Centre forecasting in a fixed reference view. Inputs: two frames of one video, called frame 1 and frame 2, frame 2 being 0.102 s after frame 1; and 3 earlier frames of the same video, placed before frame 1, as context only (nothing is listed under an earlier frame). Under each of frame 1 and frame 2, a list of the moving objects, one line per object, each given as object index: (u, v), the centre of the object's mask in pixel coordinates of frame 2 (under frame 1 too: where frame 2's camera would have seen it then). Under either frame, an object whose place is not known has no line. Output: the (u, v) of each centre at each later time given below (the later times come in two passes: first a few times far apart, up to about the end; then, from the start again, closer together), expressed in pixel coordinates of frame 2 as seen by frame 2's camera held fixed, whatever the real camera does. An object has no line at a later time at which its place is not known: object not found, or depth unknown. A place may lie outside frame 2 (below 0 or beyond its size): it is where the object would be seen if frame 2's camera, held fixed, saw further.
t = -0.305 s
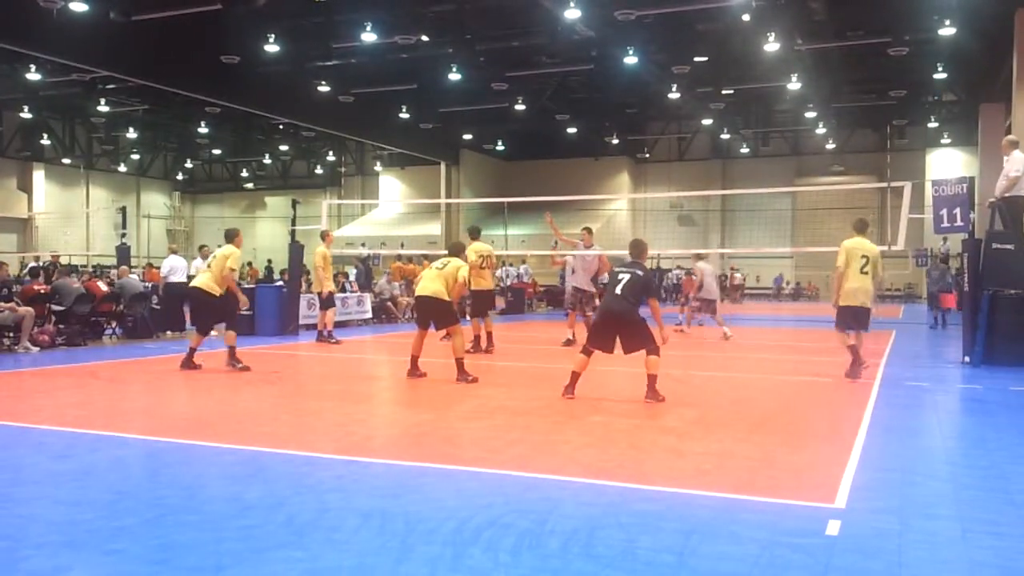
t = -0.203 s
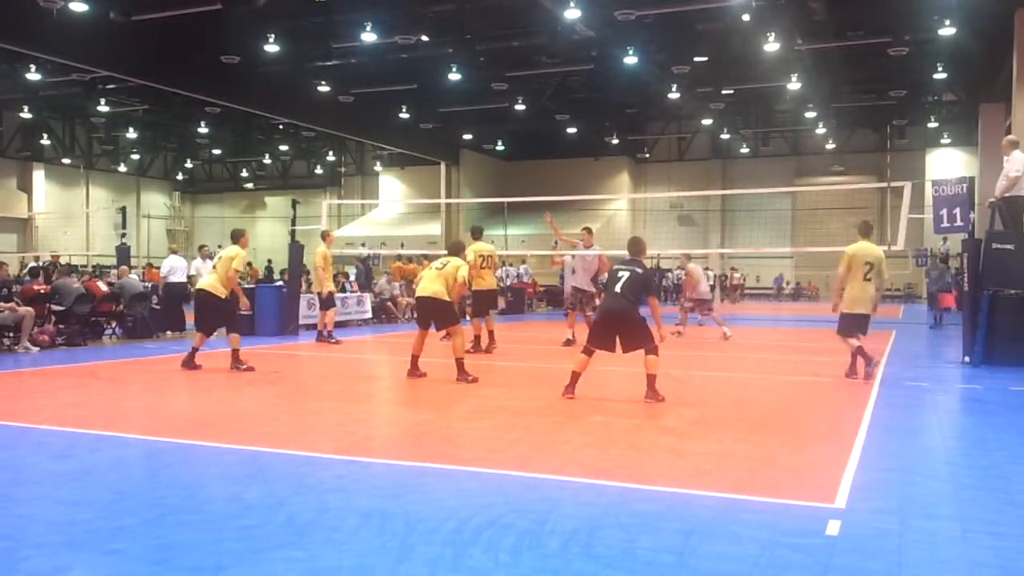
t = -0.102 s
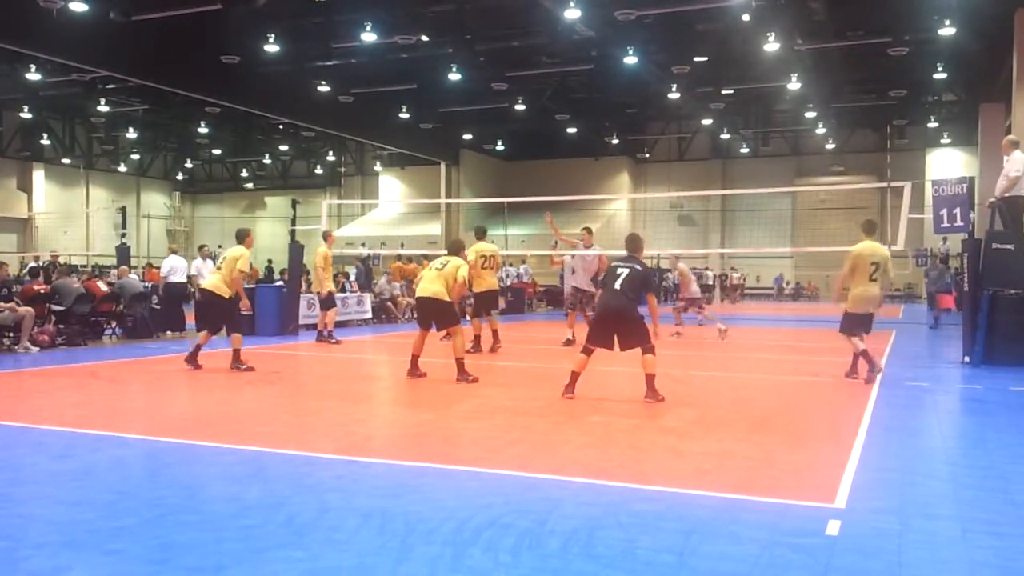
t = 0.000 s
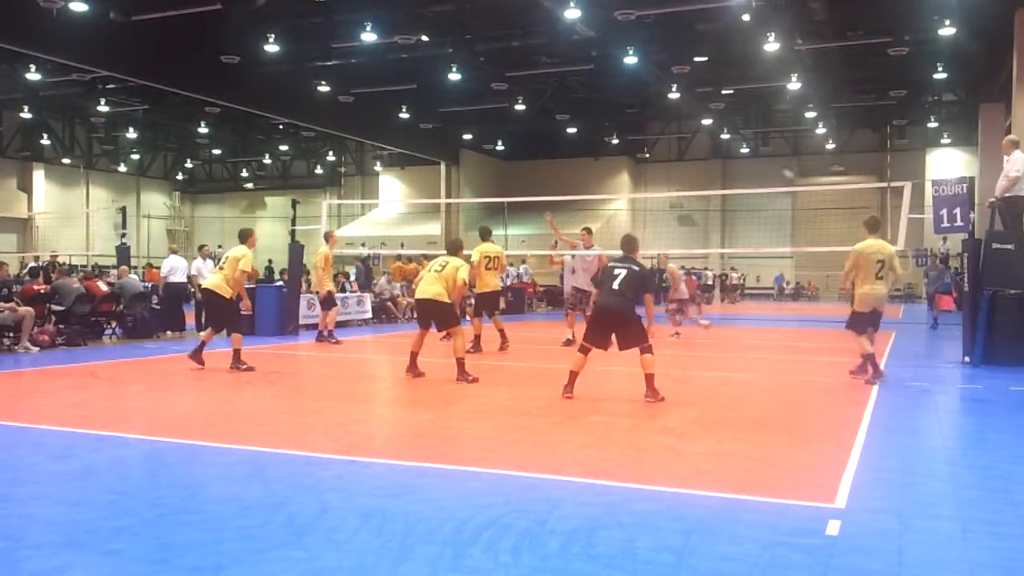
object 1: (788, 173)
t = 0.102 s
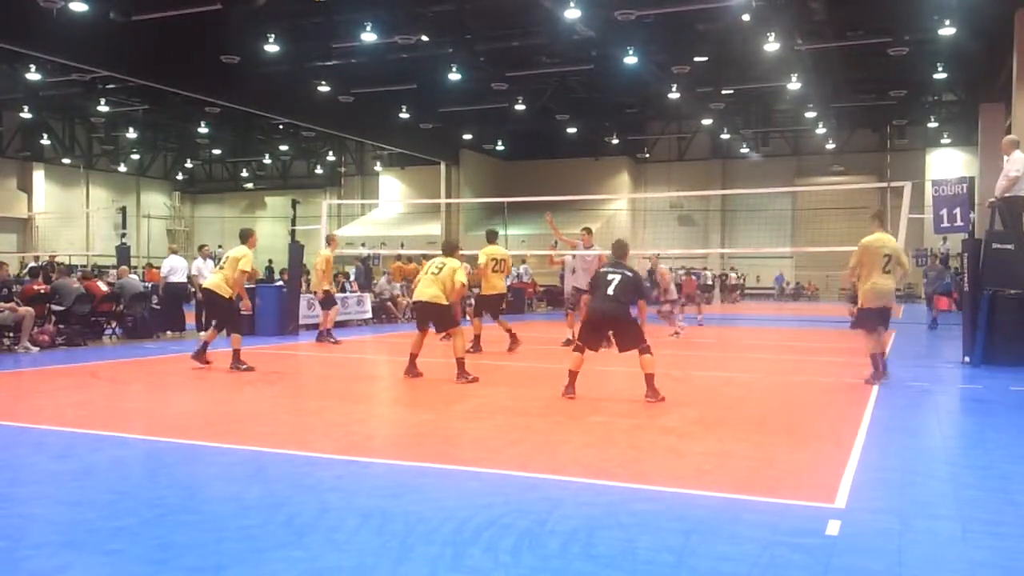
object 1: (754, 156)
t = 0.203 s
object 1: (716, 141)
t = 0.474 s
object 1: (609, 121)
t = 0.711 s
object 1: (499, 134)
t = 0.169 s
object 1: (728, 146)
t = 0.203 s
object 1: (716, 141)
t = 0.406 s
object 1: (637, 122)
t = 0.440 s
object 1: (623, 122)
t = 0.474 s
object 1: (609, 121)
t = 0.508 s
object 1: (593, 121)
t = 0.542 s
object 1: (578, 121)
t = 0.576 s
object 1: (563, 121)
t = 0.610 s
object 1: (547, 124)
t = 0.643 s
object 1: (532, 126)
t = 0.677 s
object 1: (515, 129)
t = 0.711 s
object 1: (499, 134)
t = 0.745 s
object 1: (481, 139)
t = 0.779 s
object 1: (462, 146)
